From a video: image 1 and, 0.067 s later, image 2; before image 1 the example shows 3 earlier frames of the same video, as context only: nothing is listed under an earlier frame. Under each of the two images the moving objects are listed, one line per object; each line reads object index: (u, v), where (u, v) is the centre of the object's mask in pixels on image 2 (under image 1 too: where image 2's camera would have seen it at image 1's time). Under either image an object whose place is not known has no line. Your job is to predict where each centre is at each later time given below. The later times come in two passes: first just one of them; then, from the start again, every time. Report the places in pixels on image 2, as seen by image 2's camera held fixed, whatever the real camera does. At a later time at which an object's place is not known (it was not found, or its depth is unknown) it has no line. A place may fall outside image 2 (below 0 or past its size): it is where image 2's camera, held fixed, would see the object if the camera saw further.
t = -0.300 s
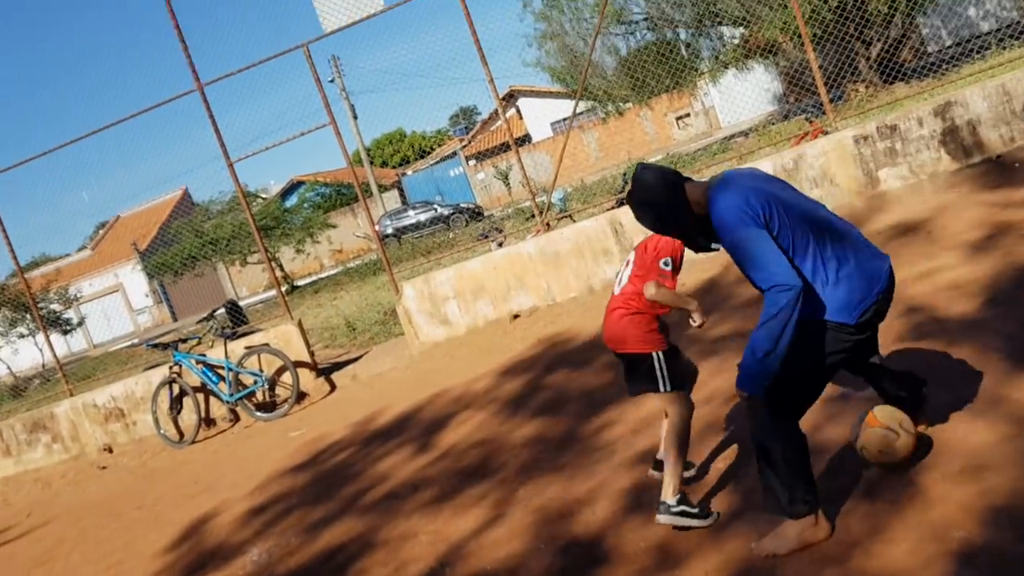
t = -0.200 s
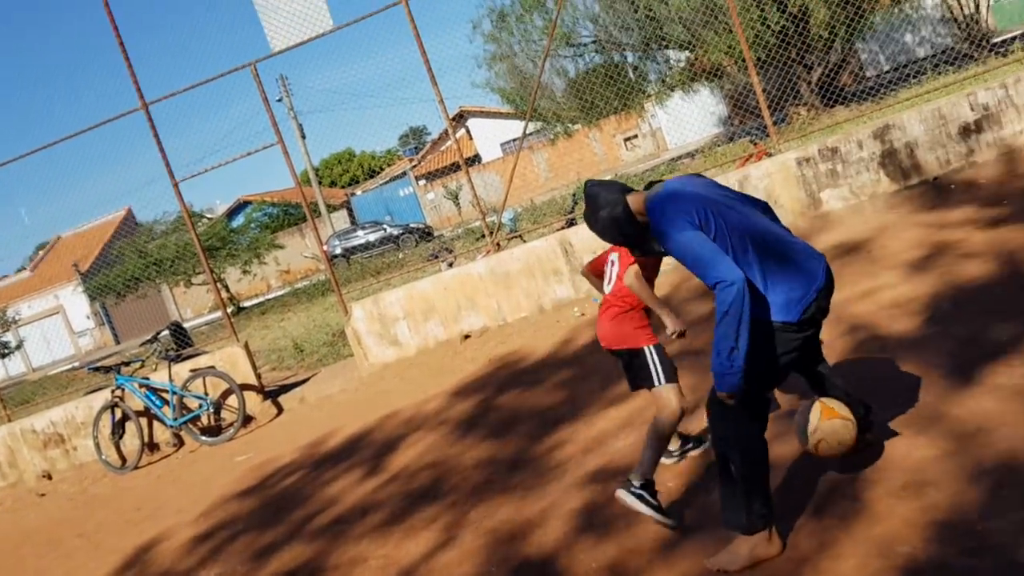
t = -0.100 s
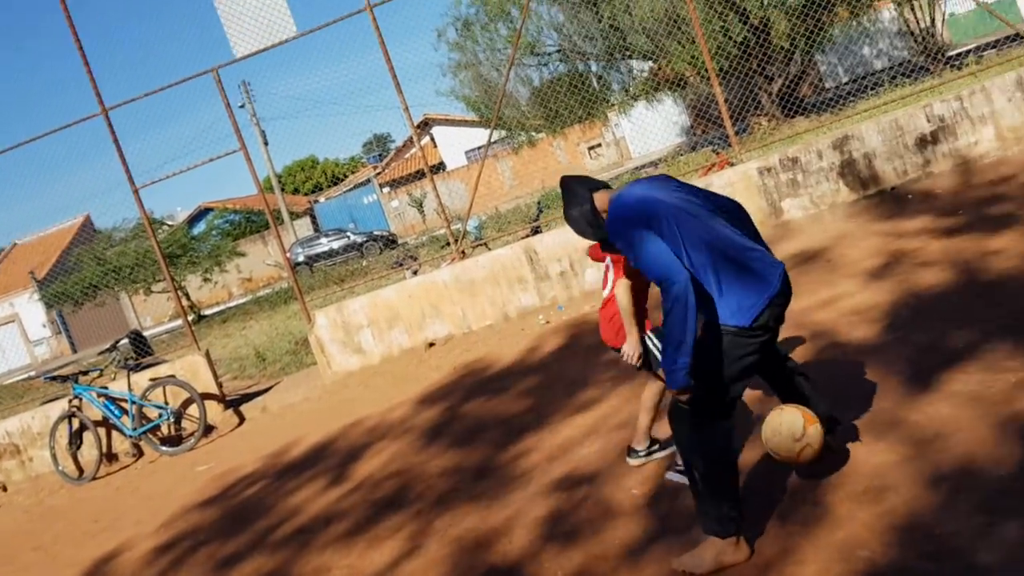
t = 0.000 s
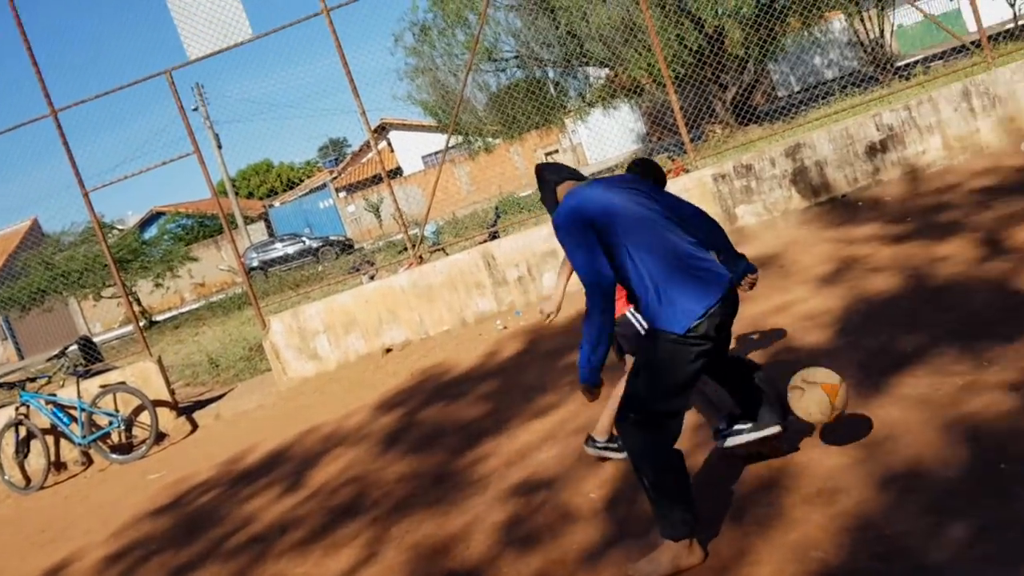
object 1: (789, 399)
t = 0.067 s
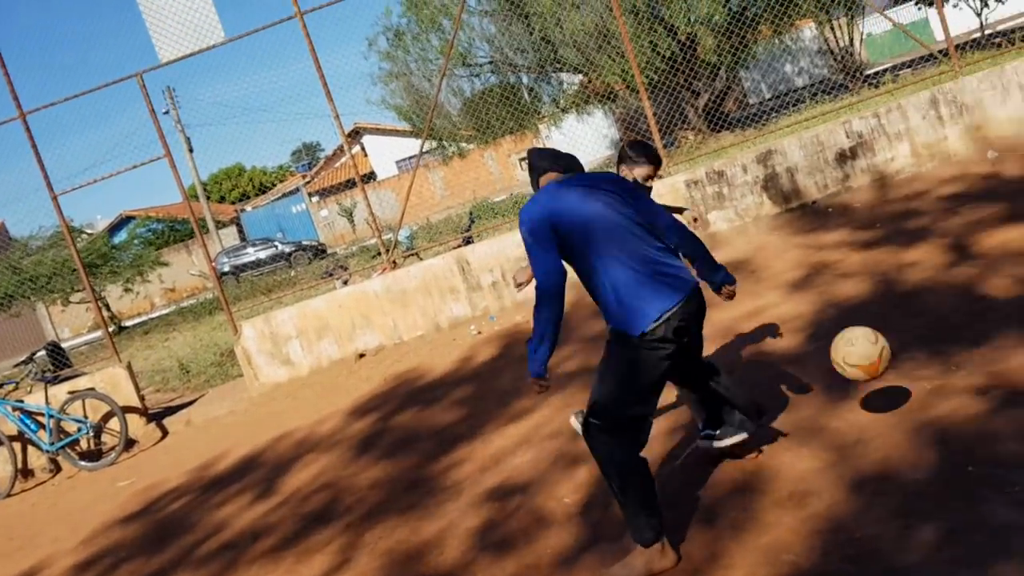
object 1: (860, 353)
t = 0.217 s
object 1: (1024, 292)
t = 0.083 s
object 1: (878, 343)
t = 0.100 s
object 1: (896, 334)
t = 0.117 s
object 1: (914, 326)
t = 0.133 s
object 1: (933, 319)
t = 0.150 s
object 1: (951, 312)
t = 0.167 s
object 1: (969, 306)
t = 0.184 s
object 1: (987, 301)
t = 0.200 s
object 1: (1006, 296)
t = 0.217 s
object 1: (1024, 292)
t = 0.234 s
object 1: (1043, 290)
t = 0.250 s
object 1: (1062, 287)
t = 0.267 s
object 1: (1081, 285)
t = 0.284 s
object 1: (1099, 283)
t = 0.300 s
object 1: (1117, 281)
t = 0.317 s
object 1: (1135, 283)
